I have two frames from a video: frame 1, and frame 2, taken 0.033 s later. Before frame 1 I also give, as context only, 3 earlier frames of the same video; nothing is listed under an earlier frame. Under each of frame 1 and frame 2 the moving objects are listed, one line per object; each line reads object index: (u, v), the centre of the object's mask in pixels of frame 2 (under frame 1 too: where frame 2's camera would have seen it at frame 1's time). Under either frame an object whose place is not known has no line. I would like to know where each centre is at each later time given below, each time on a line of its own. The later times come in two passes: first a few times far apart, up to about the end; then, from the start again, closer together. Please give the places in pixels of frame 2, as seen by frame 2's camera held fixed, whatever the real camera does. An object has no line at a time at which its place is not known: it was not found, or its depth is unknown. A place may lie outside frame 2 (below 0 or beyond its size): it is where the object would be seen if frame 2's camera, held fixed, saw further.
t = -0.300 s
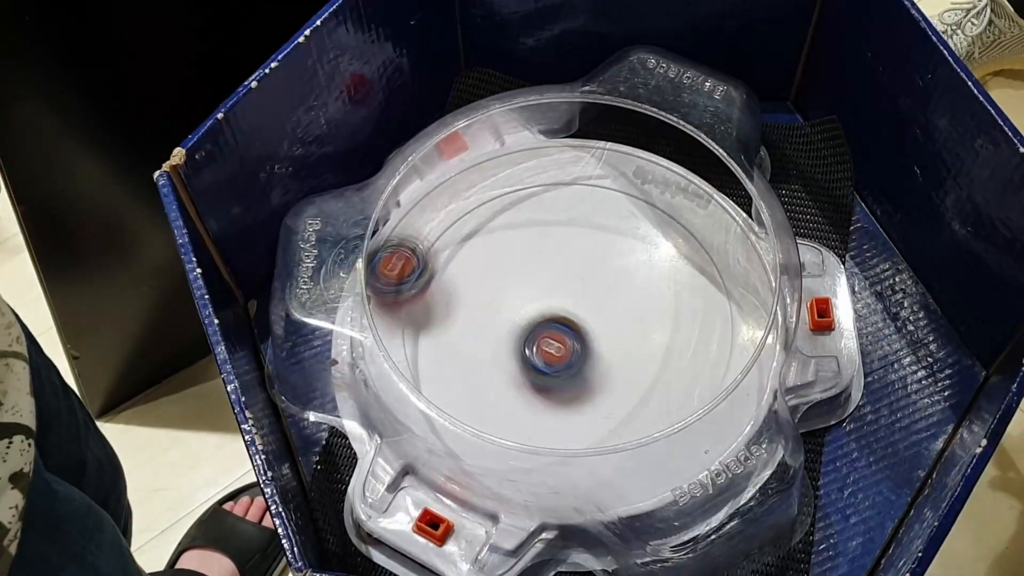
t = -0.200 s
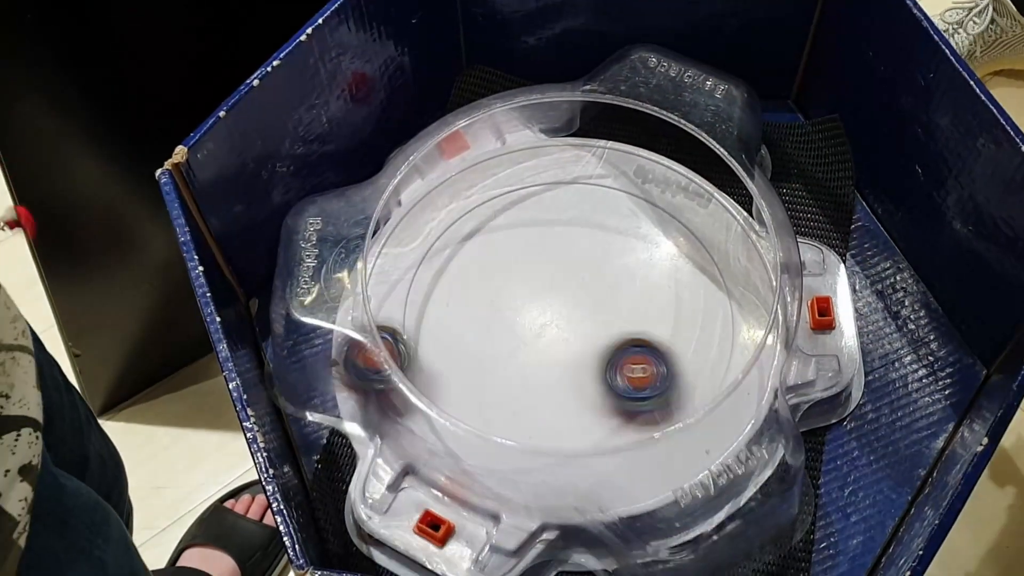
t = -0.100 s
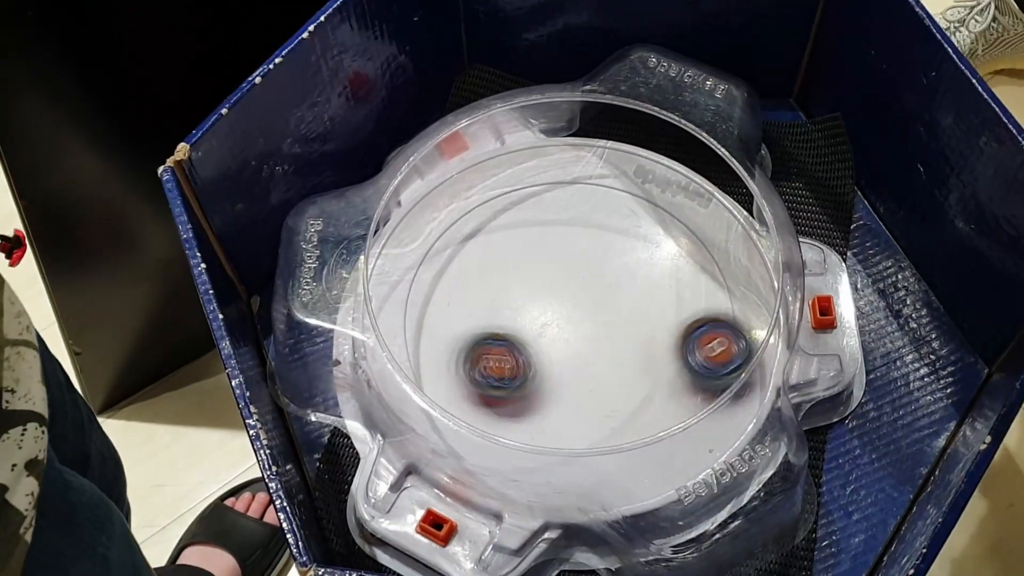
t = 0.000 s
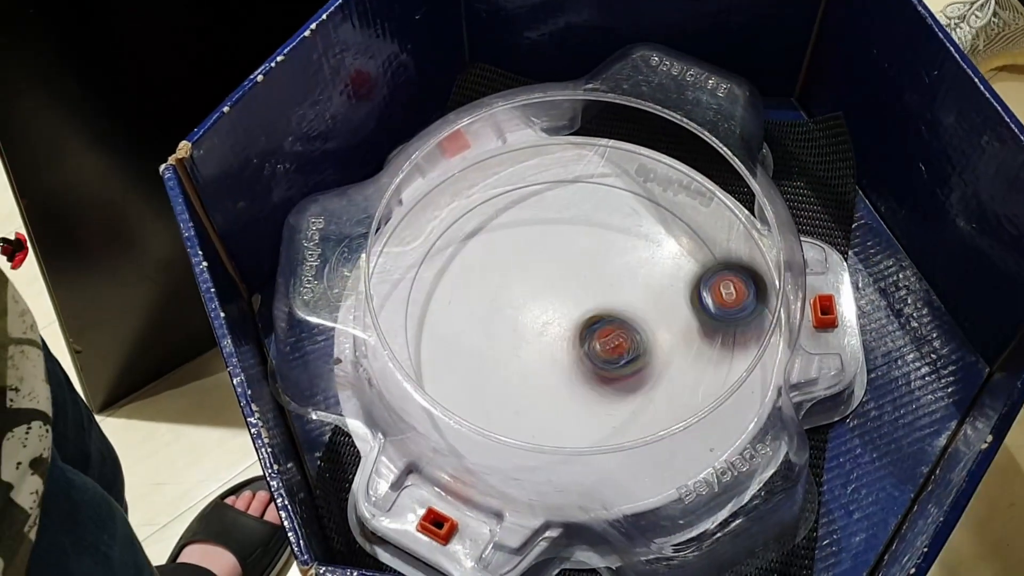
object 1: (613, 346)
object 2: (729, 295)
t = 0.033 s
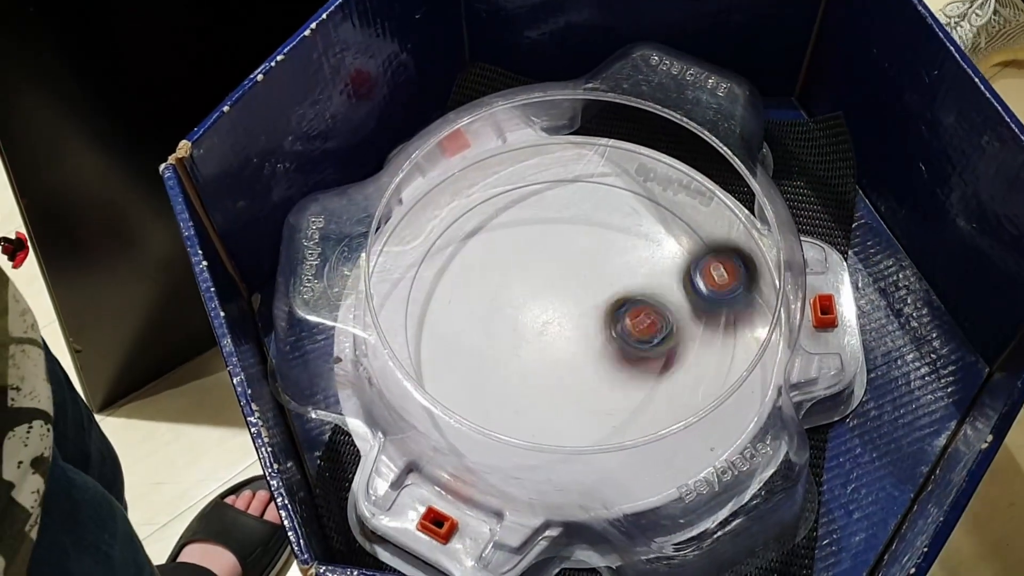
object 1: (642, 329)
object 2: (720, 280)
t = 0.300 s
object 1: (479, 215)
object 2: (658, 149)
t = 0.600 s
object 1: (441, 374)
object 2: (523, 304)
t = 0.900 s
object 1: (649, 367)
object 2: (728, 334)
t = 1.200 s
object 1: (503, 163)
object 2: (680, 236)
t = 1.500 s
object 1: (421, 343)
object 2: (538, 368)
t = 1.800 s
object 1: (579, 411)
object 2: (709, 405)
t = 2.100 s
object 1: (566, 229)
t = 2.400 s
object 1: (418, 227)
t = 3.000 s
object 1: (640, 199)
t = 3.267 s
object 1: (550, 225)
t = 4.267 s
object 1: (577, 274)
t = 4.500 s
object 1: (612, 397)
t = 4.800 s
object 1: (627, 397)
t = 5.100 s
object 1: (620, 410)
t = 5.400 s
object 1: (526, 363)
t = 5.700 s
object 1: (460, 328)
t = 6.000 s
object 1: (511, 285)
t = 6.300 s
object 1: (506, 227)
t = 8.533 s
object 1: (590, 312)
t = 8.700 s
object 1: (525, 331)
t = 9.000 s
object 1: (560, 332)
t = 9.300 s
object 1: (528, 332)
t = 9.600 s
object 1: (544, 319)
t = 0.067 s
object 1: (645, 312)
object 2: (722, 253)
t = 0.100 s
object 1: (635, 296)
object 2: (728, 218)
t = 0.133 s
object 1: (626, 279)
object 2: (713, 202)
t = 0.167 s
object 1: (615, 258)
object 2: (688, 192)
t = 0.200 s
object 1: (599, 240)
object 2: (666, 185)
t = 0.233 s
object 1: (558, 231)
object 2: (667, 164)
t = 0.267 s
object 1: (515, 220)
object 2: (666, 152)
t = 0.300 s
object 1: (479, 215)
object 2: (658, 149)
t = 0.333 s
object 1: (448, 218)
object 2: (646, 151)
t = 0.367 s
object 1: (433, 237)
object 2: (632, 156)
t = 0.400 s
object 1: (418, 260)
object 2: (612, 172)
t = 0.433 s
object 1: (405, 283)
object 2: (593, 187)
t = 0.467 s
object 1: (400, 303)
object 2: (574, 204)
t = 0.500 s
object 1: (403, 322)
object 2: (555, 226)
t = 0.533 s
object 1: (411, 341)
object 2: (540, 249)
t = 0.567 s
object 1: (423, 358)
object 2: (529, 278)
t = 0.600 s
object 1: (441, 374)
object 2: (523, 304)
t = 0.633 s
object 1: (466, 391)
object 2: (523, 332)
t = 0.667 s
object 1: (483, 413)
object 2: (539, 347)
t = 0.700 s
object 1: (494, 445)
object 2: (572, 351)
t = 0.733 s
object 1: (516, 460)
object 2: (603, 354)
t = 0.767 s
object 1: (550, 456)
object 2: (635, 357)
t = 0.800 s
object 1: (581, 443)
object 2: (665, 358)
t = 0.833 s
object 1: (607, 414)
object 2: (691, 355)
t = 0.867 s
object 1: (634, 396)
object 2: (716, 347)
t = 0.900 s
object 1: (649, 367)
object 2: (728, 334)
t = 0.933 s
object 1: (651, 334)
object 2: (741, 313)
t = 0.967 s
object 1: (647, 300)
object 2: (749, 302)
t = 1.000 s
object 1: (640, 271)
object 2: (748, 288)
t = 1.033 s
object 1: (626, 237)
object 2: (745, 275)
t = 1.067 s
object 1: (607, 207)
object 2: (740, 261)
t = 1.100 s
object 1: (584, 183)
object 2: (732, 251)
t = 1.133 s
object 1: (558, 166)
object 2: (718, 243)
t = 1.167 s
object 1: (529, 161)
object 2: (701, 238)
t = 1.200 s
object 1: (503, 163)
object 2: (680, 236)
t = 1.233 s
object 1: (481, 176)
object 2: (655, 235)
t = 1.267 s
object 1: (463, 189)
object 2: (626, 238)
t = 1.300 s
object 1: (446, 209)
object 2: (598, 247)
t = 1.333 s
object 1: (436, 229)
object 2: (571, 259)
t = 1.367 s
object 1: (429, 256)
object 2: (546, 275)
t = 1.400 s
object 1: (430, 284)
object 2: (527, 294)
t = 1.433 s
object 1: (431, 308)
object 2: (516, 315)
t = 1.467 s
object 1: (419, 326)
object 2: (526, 338)
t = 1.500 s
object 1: (421, 343)
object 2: (538, 368)
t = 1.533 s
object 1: (434, 364)
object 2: (549, 389)
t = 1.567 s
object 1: (441, 388)
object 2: (562, 408)
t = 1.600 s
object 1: (458, 406)
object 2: (574, 415)
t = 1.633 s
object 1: (480, 423)
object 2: (590, 431)
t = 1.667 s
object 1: (507, 433)
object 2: (606, 440)
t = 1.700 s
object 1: (529, 437)
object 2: (629, 444)
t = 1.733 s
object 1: (543, 433)
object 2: (658, 433)
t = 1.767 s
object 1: (560, 418)
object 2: (686, 419)
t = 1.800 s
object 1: (579, 411)
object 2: (709, 405)
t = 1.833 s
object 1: (595, 397)
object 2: (731, 394)
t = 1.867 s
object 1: (607, 377)
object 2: (737, 380)
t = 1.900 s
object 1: (613, 351)
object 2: (726, 359)
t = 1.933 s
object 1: (616, 333)
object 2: (724, 349)
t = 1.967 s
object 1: (613, 310)
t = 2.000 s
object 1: (607, 290)
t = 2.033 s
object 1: (597, 270)
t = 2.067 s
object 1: (584, 252)
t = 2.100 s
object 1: (566, 229)
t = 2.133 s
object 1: (543, 210)
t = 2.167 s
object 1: (521, 196)
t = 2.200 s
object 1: (499, 188)
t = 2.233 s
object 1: (481, 193)
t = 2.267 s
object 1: (465, 201)
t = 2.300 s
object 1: (450, 208)
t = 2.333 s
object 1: (435, 215)
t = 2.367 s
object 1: (425, 218)
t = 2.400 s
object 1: (418, 227)
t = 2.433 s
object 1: (417, 237)
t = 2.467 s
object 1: (419, 250)
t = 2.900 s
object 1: (637, 254)
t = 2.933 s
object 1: (642, 236)
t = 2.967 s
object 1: (643, 216)
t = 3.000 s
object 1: (640, 199)
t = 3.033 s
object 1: (634, 186)
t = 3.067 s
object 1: (618, 189)
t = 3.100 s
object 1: (604, 192)
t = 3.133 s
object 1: (589, 197)
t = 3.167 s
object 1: (576, 201)
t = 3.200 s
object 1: (565, 206)
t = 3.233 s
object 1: (556, 214)
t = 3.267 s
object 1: (550, 225)
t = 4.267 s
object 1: (577, 274)
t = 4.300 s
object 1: (564, 288)
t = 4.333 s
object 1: (552, 305)
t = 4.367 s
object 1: (542, 324)
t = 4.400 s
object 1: (544, 341)
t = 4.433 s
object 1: (570, 360)
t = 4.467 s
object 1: (593, 389)
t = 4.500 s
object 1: (612, 397)
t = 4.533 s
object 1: (630, 407)
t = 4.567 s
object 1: (647, 421)
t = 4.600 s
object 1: (654, 431)
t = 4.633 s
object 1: (656, 430)
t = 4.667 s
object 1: (652, 417)
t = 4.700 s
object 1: (646, 407)
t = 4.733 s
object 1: (642, 405)
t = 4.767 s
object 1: (636, 402)
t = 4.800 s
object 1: (627, 397)
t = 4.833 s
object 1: (623, 398)
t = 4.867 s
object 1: (628, 404)
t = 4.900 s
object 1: (633, 406)
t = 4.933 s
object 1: (635, 407)
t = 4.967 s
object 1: (634, 408)
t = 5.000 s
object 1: (633, 409)
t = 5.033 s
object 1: (629, 410)
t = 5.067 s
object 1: (625, 411)
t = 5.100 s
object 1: (620, 410)
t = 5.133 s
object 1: (613, 407)
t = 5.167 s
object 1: (604, 402)
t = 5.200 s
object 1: (595, 397)
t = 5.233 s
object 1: (583, 390)
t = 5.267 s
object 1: (572, 384)
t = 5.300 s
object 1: (560, 379)
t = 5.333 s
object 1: (550, 373)
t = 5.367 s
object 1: (538, 368)
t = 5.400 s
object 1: (526, 363)
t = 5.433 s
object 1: (516, 358)
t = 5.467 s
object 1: (505, 353)
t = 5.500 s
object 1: (496, 348)
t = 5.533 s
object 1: (487, 344)
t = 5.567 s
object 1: (478, 341)
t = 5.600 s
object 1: (471, 337)
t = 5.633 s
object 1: (466, 334)
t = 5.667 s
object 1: (462, 331)
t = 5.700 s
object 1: (460, 328)
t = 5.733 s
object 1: (461, 325)
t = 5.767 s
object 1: (463, 322)
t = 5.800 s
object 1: (468, 319)
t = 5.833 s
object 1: (473, 315)
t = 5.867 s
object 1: (481, 310)
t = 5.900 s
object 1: (488, 303)
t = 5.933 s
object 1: (495, 297)
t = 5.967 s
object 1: (504, 292)
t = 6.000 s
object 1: (511, 285)
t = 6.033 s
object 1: (520, 277)
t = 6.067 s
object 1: (526, 270)
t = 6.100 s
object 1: (532, 263)
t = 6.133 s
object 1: (538, 256)
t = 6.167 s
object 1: (535, 246)
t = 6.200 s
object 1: (526, 237)
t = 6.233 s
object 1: (518, 232)
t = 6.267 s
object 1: (512, 228)
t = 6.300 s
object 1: (506, 227)
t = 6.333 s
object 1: (499, 229)
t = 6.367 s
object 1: (496, 233)
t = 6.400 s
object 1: (495, 240)
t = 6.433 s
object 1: (498, 249)
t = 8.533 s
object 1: (590, 312)
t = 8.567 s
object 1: (574, 312)
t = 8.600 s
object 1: (557, 314)
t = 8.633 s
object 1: (542, 318)
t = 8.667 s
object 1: (532, 324)
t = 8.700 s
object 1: (525, 331)
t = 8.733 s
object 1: (523, 338)
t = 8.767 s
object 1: (525, 346)
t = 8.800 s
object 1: (530, 351)
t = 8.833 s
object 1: (537, 354)
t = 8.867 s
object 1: (546, 354)
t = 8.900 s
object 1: (555, 351)
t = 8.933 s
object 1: (561, 347)
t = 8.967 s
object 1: (562, 340)
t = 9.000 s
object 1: (560, 332)
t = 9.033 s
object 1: (556, 325)
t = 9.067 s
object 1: (550, 321)
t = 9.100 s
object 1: (543, 320)
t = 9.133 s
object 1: (537, 321)
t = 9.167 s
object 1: (533, 324)
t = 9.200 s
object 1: (530, 326)
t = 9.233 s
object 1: (529, 329)
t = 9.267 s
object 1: (528, 331)
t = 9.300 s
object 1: (528, 332)
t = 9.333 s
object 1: (528, 332)
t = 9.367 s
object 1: (528, 332)
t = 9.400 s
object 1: (528, 331)
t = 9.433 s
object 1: (528, 330)
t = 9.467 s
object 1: (530, 327)
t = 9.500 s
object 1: (531, 325)
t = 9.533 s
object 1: (535, 322)
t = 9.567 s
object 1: (539, 320)
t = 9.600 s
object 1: (544, 319)
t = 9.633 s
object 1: (550, 318)
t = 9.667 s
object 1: (555, 320)
